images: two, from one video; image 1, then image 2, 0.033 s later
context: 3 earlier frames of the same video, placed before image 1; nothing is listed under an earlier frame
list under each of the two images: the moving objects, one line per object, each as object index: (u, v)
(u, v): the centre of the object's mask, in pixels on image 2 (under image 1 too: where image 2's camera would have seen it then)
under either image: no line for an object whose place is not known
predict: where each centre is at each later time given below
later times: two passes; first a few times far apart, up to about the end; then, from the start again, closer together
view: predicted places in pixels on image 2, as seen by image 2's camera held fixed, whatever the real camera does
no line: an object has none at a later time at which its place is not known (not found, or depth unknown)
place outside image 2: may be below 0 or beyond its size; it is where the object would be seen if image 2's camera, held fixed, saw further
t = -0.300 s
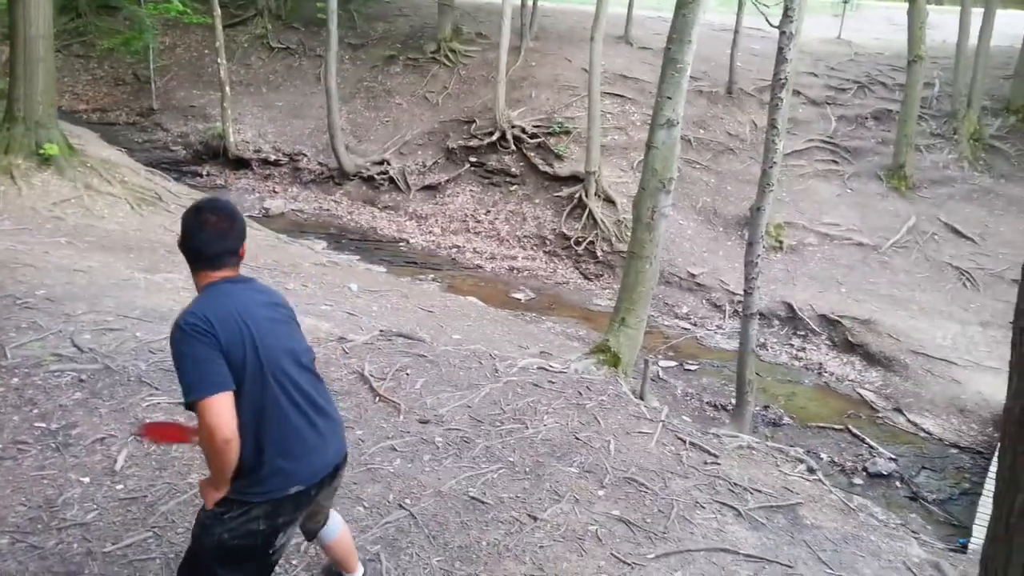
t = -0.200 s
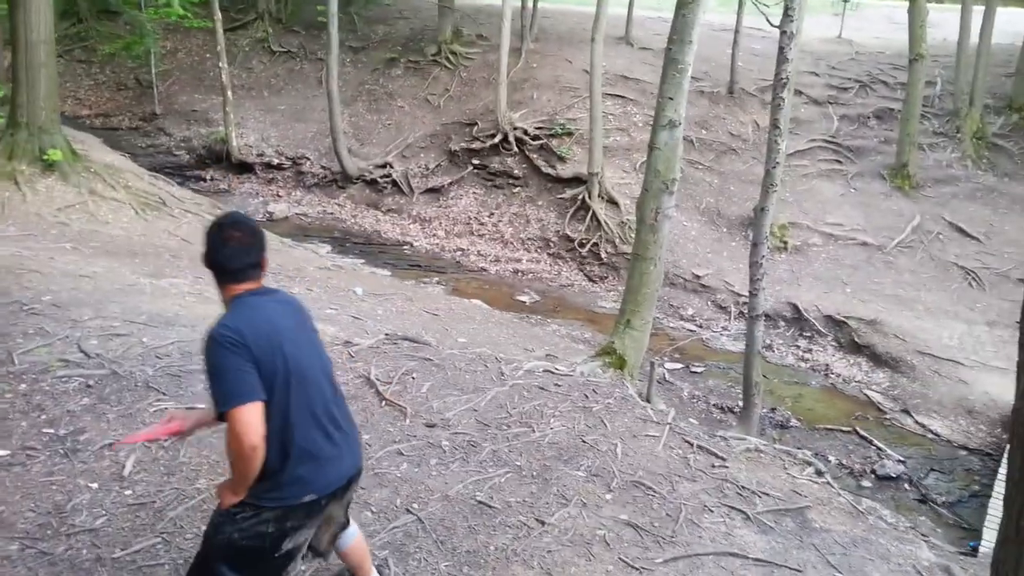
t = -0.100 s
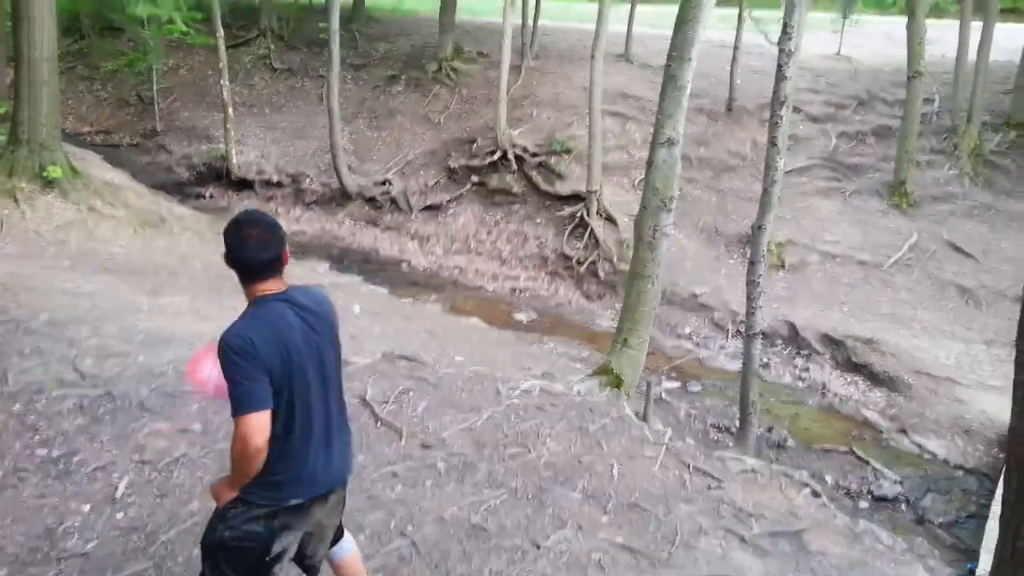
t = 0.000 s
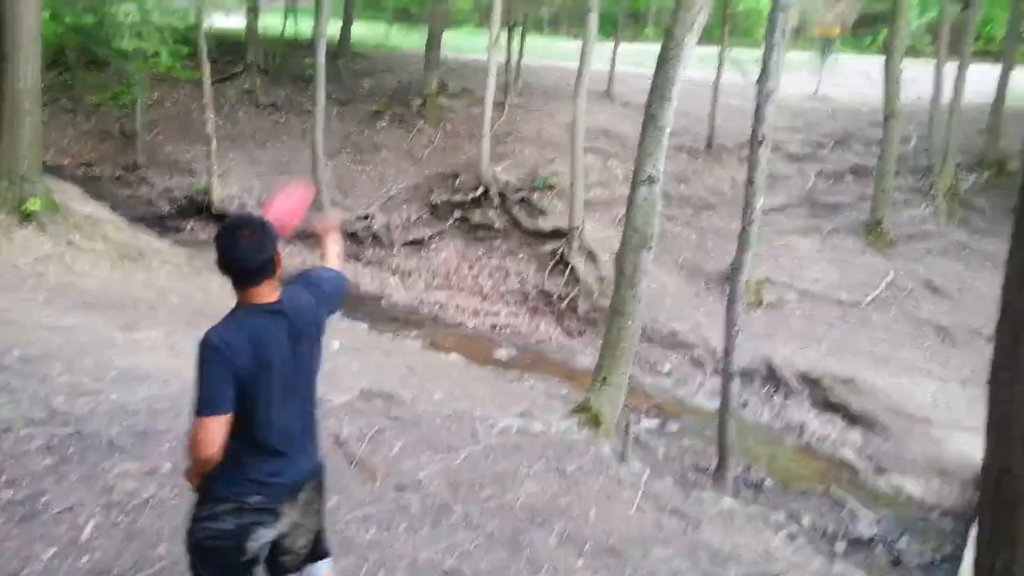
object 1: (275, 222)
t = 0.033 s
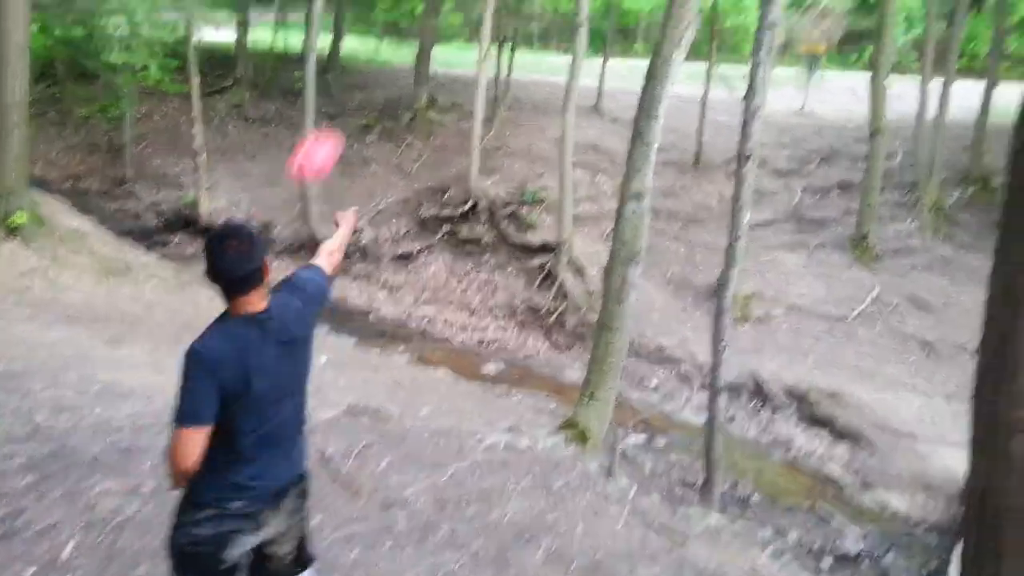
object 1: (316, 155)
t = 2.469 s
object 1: (612, 49)
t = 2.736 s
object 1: (555, 180)
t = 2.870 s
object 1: (529, 236)
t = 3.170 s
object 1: (502, 237)
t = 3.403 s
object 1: (483, 265)
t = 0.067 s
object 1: (353, 96)
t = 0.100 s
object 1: (389, 40)
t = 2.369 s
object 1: (632, 4)
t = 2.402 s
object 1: (626, 19)
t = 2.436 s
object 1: (619, 34)
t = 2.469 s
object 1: (612, 49)
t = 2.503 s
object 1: (606, 64)
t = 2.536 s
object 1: (599, 81)
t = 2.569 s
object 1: (592, 97)
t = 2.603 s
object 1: (584, 113)
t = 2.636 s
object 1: (577, 127)
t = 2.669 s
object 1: (573, 143)
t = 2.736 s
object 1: (555, 180)
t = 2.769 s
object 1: (548, 198)
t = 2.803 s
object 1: (541, 216)
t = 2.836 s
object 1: (534, 235)
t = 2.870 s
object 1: (529, 236)
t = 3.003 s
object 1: (516, 229)
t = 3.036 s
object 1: (512, 230)
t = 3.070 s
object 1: (510, 232)
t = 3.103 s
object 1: (511, 232)
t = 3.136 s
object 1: (504, 235)
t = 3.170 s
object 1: (502, 237)
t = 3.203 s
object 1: (497, 241)
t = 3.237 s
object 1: (495, 245)
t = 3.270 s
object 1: (492, 249)
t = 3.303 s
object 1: (488, 252)
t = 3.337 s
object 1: (488, 258)
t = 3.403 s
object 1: (483, 265)
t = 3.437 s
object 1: (481, 265)
